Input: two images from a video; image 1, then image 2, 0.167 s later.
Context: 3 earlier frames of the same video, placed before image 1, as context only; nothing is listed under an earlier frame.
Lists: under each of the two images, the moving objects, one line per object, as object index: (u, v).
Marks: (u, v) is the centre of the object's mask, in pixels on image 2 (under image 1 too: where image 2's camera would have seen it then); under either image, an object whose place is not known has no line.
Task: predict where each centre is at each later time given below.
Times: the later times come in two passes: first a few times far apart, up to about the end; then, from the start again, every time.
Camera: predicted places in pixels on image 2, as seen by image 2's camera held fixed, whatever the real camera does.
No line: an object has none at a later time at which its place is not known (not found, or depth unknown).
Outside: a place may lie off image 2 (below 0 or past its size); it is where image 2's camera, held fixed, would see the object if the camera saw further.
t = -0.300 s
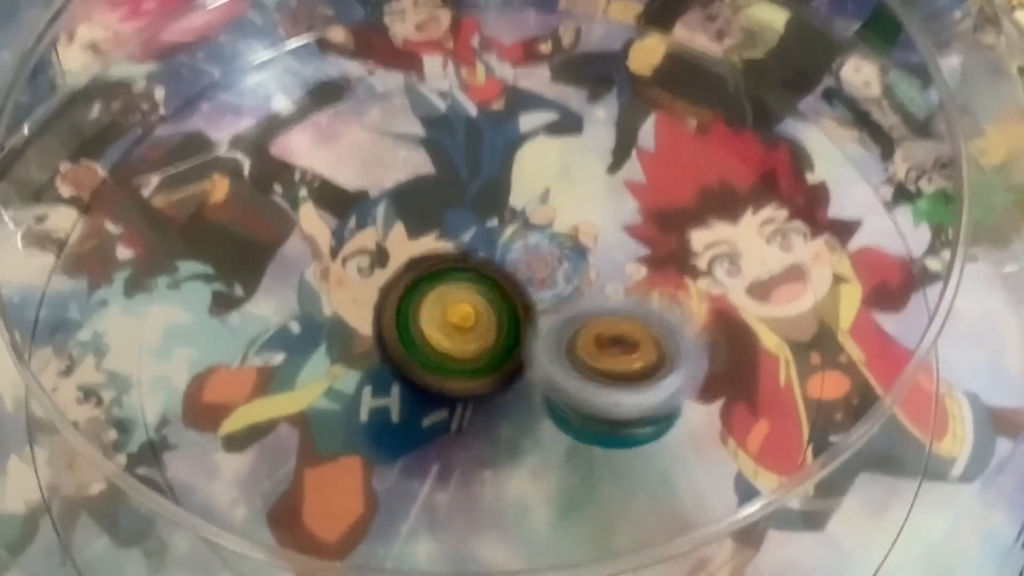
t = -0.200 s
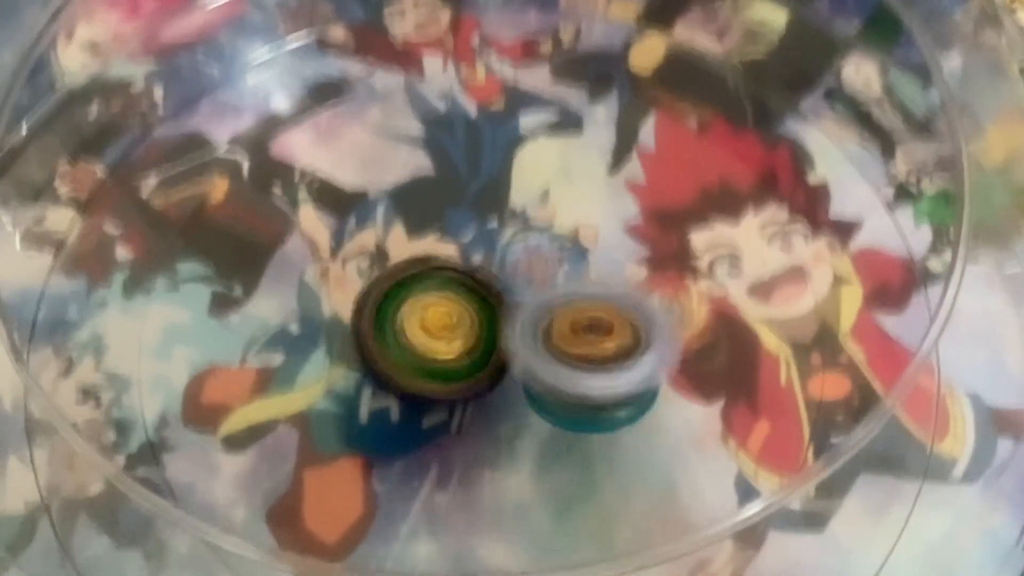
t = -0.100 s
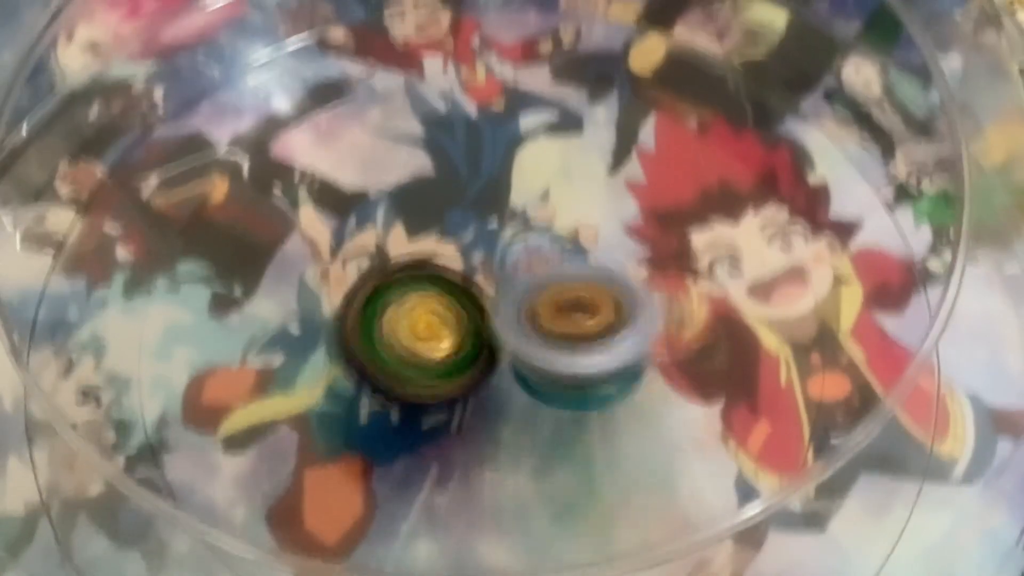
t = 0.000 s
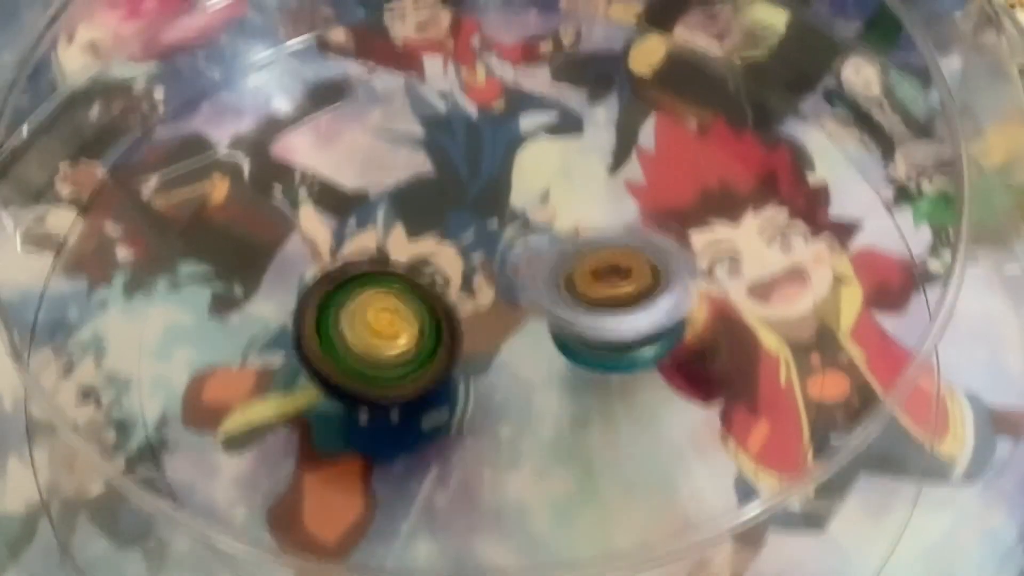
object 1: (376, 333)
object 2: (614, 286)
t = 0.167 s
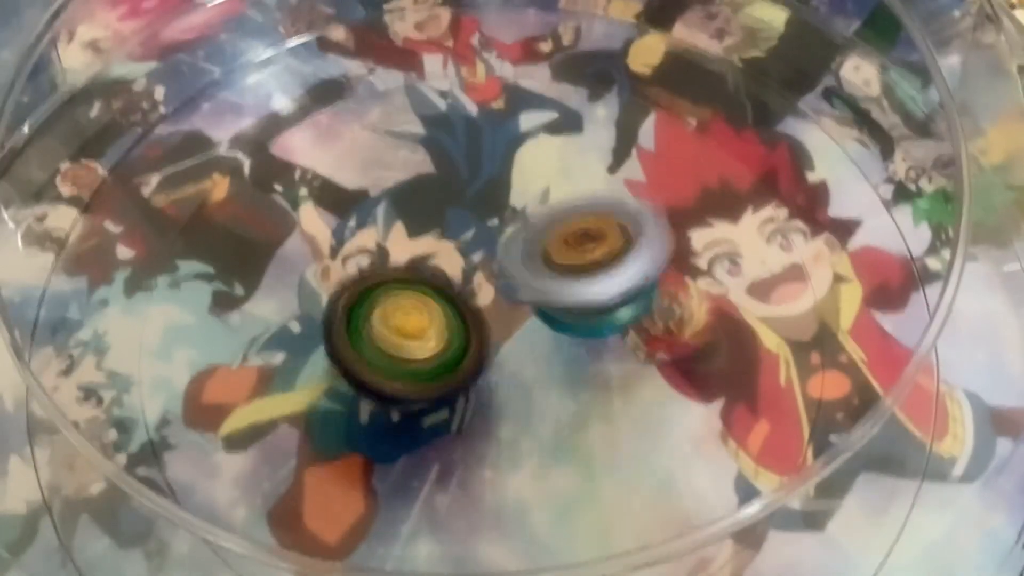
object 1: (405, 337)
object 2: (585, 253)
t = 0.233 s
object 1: (425, 339)
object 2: (549, 255)
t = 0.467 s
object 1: (431, 365)
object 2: (518, 194)
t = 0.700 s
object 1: (497, 435)
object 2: (437, 139)
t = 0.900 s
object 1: (502, 397)
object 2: (410, 163)
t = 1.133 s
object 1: (658, 359)
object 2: (263, 229)
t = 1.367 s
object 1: (629, 343)
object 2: (219, 286)
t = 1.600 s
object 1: (450, 250)
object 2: (451, 403)
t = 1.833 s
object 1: (454, 157)
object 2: (635, 318)
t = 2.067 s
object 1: (523, 120)
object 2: (510, 384)
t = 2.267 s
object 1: (507, 197)
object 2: (329, 490)
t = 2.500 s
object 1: (414, 354)
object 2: (361, 466)
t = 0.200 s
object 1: (416, 336)
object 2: (570, 254)
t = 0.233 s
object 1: (425, 339)
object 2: (549, 255)
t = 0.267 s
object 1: (413, 352)
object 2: (550, 236)
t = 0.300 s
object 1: (406, 360)
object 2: (550, 220)
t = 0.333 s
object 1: (405, 370)
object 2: (548, 208)
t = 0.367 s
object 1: (408, 374)
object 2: (541, 199)
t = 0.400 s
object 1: (414, 374)
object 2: (537, 193)
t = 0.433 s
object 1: (423, 369)
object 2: (529, 192)
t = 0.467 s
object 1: (431, 365)
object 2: (518, 194)
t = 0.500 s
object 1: (441, 360)
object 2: (507, 200)
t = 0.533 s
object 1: (449, 356)
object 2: (494, 209)
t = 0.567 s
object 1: (456, 366)
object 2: (482, 211)
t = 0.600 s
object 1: (469, 389)
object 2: (471, 184)
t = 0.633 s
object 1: (480, 408)
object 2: (460, 166)
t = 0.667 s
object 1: (490, 425)
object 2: (449, 149)
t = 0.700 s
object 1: (497, 435)
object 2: (437, 139)
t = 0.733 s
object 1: (501, 436)
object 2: (429, 135)
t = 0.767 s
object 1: (504, 434)
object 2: (423, 131)
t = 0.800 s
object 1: (505, 429)
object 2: (418, 133)
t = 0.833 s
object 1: (505, 420)
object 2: (415, 141)
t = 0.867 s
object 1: (503, 411)
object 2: (411, 151)
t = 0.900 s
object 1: (502, 397)
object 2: (410, 163)
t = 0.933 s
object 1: (499, 382)
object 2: (409, 187)
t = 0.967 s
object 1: (498, 368)
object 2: (409, 212)
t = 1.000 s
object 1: (501, 353)
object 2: (408, 248)
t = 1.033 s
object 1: (543, 357)
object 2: (373, 244)
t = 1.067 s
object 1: (585, 364)
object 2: (327, 237)
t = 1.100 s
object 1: (629, 360)
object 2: (292, 231)
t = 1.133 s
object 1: (658, 359)
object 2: (263, 229)
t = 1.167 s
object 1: (678, 358)
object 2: (239, 228)
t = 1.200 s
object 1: (685, 356)
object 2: (221, 231)
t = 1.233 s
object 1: (684, 354)
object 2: (208, 236)
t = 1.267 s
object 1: (677, 351)
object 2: (203, 242)
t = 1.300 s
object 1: (666, 347)
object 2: (201, 252)
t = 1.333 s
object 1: (651, 345)
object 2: (207, 268)
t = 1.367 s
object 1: (629, 343)
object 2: (219, 286)
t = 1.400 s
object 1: (605, 340)
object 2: (238, 303)
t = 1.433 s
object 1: (580, 336)
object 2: (265, 326)
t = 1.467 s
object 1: (553, 327)
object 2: (296, 347)
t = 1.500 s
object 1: (526, 314)
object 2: (349, 377)
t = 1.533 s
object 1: (501, 295)
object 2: (373, 384)
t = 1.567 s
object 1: (478, 272)
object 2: (413, 396)
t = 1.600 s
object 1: (450, 250)
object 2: (451, 403)
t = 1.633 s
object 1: (437, 233)
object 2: (497, 406)
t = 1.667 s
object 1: (430, 213)
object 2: (533, 398)
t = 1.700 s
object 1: (423, 194)
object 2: (562, 389)
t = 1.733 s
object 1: (426, 179)
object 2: (597, 369)
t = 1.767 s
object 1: (432, 166)
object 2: (620, 353)
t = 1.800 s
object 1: (442, 161)
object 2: (635, 333)
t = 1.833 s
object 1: (454, 157)
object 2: (635, 318)
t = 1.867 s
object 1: (472, 154)
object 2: (626, 303)
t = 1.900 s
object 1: (496, 149)
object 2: (612, 291)
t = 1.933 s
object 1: (518, 147)
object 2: (587, 284)
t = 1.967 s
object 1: (523, 148)
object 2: (570, 291)
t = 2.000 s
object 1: (522, 135)
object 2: (557, 324)
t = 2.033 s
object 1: (522, 125)
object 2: (540, 353)
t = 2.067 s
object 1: (523, 120)
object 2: (510, 384)
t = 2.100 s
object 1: (524, 120)
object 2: (484, 417)
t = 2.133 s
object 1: (523, 127)
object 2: (451, 444)
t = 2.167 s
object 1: (521, 140)
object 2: (418, 459)
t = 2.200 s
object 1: (518, 157)
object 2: (385, 482)
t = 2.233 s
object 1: (512, 174)
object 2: (352, 488)
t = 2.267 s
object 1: (507, 197)
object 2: (329, 490)
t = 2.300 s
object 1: (502, 223)
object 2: (315, 495)
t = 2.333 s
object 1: (495, 251)
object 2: (297, 495)
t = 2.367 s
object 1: (488, 284)
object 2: (295, 495)
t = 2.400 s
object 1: (473, 307)
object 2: (299, 493)
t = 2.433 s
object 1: (455, 331)
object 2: (311, 492)
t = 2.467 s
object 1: (431, 351)
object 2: (333, 481)
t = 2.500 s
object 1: (414, 354)
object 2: (361, 466)
